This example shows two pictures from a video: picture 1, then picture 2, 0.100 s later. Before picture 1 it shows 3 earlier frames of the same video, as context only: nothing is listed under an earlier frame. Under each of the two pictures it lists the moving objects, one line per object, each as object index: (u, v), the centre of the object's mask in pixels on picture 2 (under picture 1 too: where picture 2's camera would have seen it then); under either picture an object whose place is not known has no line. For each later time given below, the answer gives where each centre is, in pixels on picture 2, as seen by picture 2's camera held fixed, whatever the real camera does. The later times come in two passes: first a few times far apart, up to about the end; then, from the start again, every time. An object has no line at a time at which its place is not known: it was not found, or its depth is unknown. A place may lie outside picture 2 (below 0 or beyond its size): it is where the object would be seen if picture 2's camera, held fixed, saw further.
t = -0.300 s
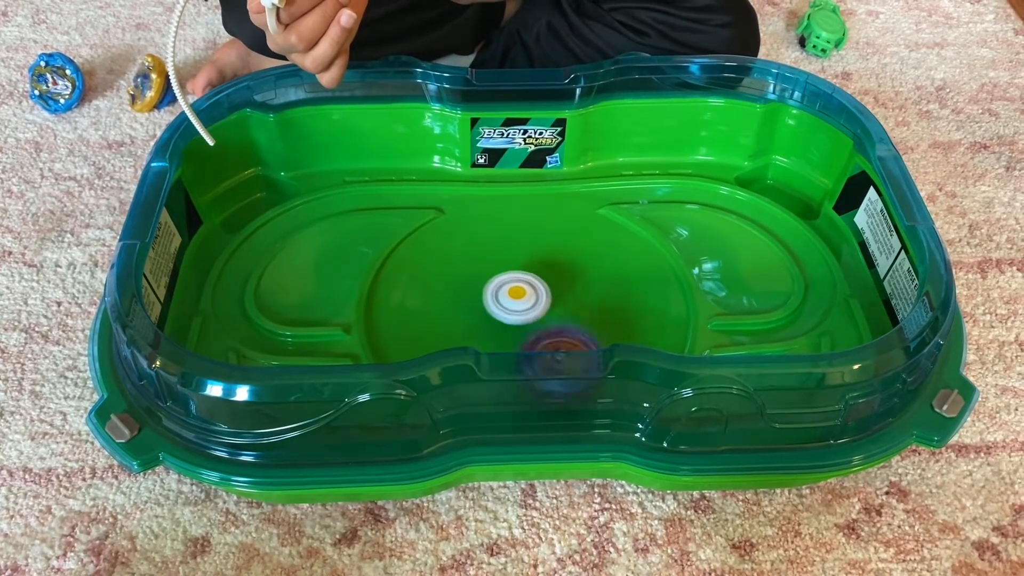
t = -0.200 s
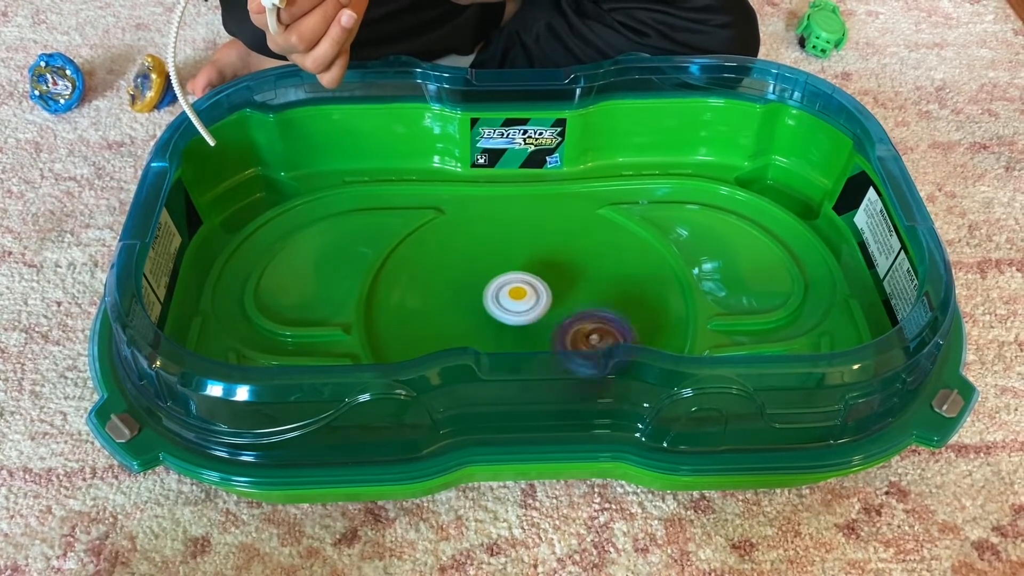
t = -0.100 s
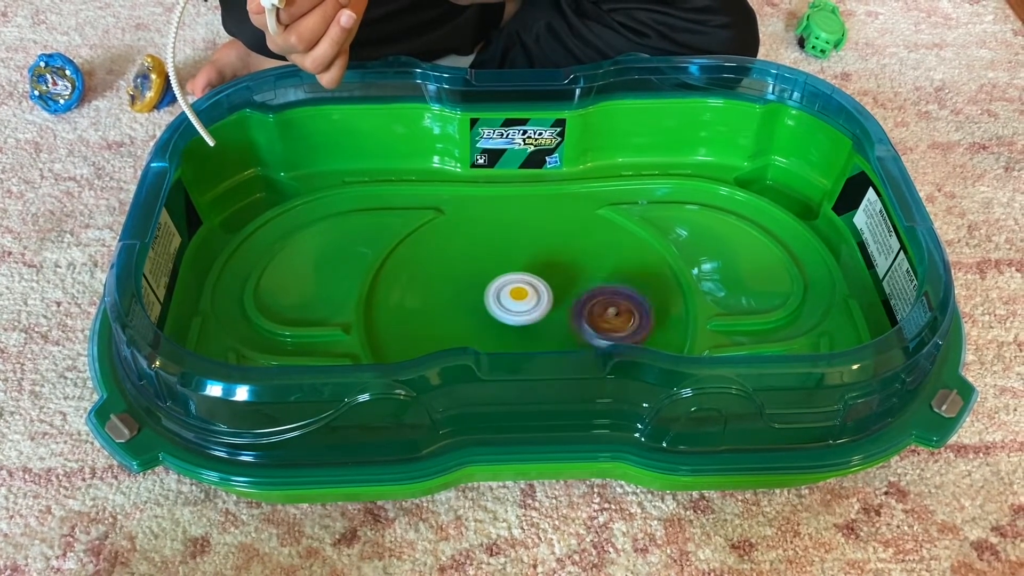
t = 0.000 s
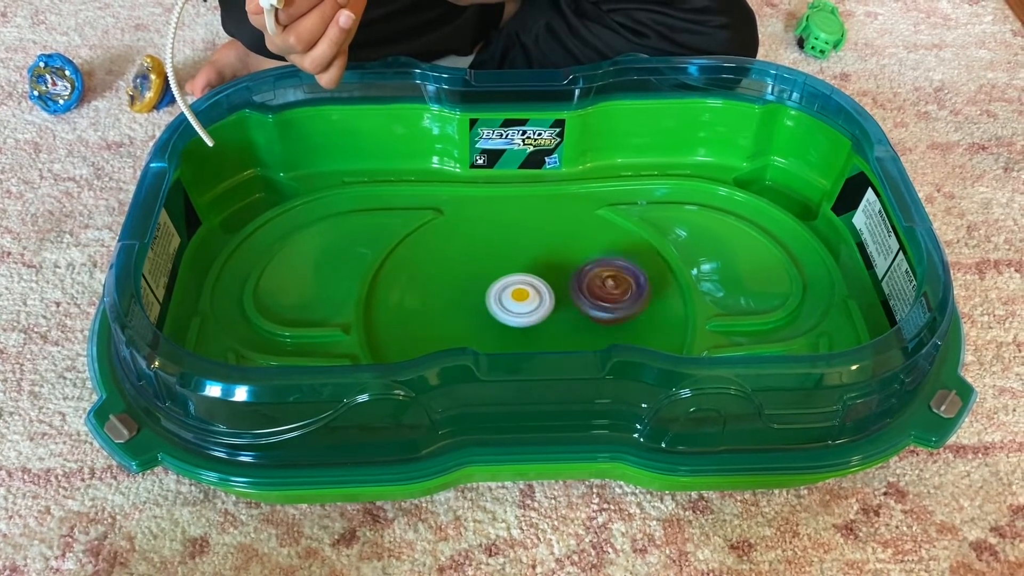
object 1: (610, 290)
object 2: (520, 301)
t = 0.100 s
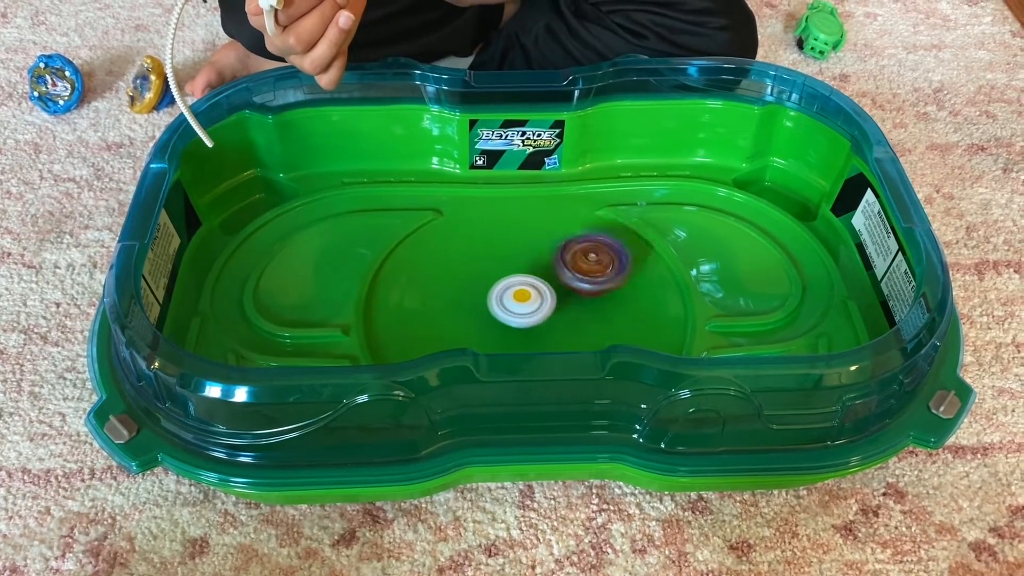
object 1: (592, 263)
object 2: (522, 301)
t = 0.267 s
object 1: (539, 236)
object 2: (527, 300)
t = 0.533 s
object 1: (454, 251)
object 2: (534, 297)
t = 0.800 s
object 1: (449, 318)
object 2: (537, 296)
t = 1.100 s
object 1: (550, 350)
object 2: (533, 291)
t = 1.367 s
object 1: (613, 318)
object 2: (532, 288)
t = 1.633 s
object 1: (585, 264)
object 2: (517, 290)
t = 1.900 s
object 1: (532, 237)
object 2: (482, 299)
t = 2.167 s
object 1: (484, 237)
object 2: (469, 328)
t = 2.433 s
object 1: (484, 263)
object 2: (489, 336)
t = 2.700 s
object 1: (528, 282)
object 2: (533, 343)
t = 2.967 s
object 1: (565, 246)
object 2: (556, 371)
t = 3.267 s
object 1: (542, 213)
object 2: (527, 339)
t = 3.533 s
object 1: (513, 257)
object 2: (486, 314)
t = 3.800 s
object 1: (535, 291)
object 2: (417, 340)
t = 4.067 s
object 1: (552, 321)
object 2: (432, 347)
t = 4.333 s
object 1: (567, 323)
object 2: (486, 327)
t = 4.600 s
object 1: (575, 303)
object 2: (477, 271)
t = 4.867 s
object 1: (561, 281)
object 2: (453, 241)
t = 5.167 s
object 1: (533, 274)
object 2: (446, 259)
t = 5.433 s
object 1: (590, 284)
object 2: (455, 280)
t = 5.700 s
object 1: (596, 305)
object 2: (525, 274)
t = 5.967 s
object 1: (544, 315)
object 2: (561, 243)
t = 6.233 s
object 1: (478, 303)
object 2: (552, 245)
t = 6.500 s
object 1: (454, 280)
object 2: (545, 288)
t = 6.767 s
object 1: (488, 273)
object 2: (576, 325)
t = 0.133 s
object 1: (583, 256)
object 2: (522, 301)
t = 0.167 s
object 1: (573, 249)
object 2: (524, 301)
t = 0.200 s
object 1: (563, 244)
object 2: (525, 301)
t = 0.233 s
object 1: (552, 239)
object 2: (526, 300)
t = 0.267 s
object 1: (539, 236)
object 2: (527, 300)
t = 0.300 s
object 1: (528, 234)
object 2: (528, 300)
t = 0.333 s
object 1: (516, 233)
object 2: (529, 300)
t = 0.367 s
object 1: (503, 233)
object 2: (531, 299)
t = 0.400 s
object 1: (491, 235)
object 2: (531, 298)
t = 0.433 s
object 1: (481, 238)
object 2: (532, 298)
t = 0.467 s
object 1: (470, 241)
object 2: (532, 298)
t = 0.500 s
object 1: (460, 247)
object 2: (533, 297)
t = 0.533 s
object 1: (454, 251)
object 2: (534, 297)
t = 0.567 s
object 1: (446, 258)
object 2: (535, 297)
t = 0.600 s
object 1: (440, 267)
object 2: (535, 296)
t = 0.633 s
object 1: (438, 276)
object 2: (535, 296)
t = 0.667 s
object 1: (436, 283)
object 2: (535, 296)
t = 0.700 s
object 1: (436, 293)
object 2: (536, 296)
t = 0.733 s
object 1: (439, 301)
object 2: (536, 296)
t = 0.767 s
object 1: (443, 310)
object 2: (537, 296)
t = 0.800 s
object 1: (449, 318)
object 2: (537, 296)
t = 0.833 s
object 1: (457, 323)
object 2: (536, 296)
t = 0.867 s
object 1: (467, 327)
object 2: (536, 296)
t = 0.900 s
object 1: (478, 331)
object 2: (536, 296)
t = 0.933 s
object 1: (491, 333)
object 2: (535, 296)
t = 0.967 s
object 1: (502, 336)
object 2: (535, 296)
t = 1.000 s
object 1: (512, 347)
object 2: (534, 295)
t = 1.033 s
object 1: (526, 349)
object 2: (533, 294)
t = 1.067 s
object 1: (538, 350)
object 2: (533, 292)
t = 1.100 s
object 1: (550, 350)
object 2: (533, 291)
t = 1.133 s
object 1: (562, 350)
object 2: (534, 291)
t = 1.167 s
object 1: (572, 350)
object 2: (534, 290)
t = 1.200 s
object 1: (582, 346)
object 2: (534, 289)
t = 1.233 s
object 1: (592, 343)
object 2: (534, 288)
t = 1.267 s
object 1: (600, 330)
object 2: (534, 288)
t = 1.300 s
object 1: (605, 328)
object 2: (533, 288)
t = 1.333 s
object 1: (610, 323)
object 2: (532, 288)
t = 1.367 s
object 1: (613, 318)
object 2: (532, 288)
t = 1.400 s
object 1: (614, 312)
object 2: (531, 288)
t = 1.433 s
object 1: (613, 304)
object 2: (531, 288)
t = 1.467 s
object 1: (609, 297)
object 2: (530, 288)
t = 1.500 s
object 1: (606, 289)
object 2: (528, 288)
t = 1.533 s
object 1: (602, 282)
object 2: (524, 288)
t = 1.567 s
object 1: (598, 275)
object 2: (521, 288)
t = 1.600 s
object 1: (591, 269)
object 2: (519, 289)
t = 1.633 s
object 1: (585, 264)
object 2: (517, 290)
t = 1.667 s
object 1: (581, 258)
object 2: (510, 291)
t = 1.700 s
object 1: (577, 252)
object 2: (503, 293)
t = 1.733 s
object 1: (570, 247)
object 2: (498, 294)
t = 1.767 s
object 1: (564, 243)
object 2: (494, 295)
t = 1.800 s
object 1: (556, 240)
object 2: (490, 296)
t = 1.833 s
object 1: (549, 238)
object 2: (487, 297)
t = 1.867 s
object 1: (541, 236)
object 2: (484, 298)
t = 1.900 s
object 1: (532, 237)
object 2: (482, 299)
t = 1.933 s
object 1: (523, 238)
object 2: (480, 299)
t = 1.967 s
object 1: (515, 240)
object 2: (478, 300)
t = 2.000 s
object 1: (506, 243)
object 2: (477, 300)
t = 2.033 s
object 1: (499, 246)
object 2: (476, 302)
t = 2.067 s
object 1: (495, 242)
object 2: (473, 312)
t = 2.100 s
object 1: (491, 239)
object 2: (470, 321)
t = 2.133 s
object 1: (487, 237)
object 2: (470, 326)
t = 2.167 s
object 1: (484, 237)
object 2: (469, 328)
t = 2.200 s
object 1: (481, 237)
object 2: (469, 330)
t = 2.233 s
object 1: (480, 238)
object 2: (470, 331)
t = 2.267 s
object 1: (476, 241)
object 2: (471, 333)
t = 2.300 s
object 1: (478, 244)
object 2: (474, 334)
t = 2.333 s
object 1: (477, 249)
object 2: (476, 335)
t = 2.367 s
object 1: (479, 251)
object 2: (480, 336)
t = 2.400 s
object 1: (480, 258)
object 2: (484, 336)
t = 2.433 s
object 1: (484, 263)
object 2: (489, 336)
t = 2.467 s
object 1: (489, 268)
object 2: (493, 336)
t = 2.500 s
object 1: (492, 274)
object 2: (498, 336)
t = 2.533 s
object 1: (499, 279)
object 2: (504, 336)
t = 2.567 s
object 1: (503, 278)
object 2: (510, 339)
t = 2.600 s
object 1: (510, 278)
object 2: (517, 342)
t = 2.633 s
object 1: (515, 280)
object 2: (523, 343)
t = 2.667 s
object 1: (521, 280)
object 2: (528, 343)
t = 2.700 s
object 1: (528, 282)
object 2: (533, 343)
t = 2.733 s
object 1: (532, 282)
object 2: (538, 342)
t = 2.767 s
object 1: (539, 284)
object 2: (542, 341)
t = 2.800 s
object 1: (544, 285)
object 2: (546, 340)
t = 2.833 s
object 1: (549, 285)
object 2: (550, 338)
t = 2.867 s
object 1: (557, 277)
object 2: (553, 341)
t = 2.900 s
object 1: (561, 265)
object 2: (557, 346)
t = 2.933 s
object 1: (563, 254)
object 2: (555, 368)
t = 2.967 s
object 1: (565, 246)
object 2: (556, 371)
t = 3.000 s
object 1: (565, 239)
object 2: (554, 371)
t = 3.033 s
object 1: (563, 232)
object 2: (551, 368)
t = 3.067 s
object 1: (563, 225)
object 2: (547, 364)
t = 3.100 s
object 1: (561, 219)
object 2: (546, 344)
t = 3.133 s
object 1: (557, 216)
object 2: (541, 355)
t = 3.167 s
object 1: (554, 212)
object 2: (537, 352)
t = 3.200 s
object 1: (551, 210)
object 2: (534, 348)
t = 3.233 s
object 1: (546, 212)
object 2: (531, 343)
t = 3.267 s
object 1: (542, 213)
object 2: (527, 339)
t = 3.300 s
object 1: (538, 215)
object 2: (523, 334)
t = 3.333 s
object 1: (534, 219)
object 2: (518, 330)
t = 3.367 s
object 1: (529, 225)
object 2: (513, 325)
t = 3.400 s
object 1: (523, 231)
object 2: (508, 321)
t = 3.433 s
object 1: (522, 238)
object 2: (503, 316)
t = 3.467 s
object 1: (518, 245)
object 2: (498, 312)
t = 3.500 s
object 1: (515, 253)
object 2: (493, 311)
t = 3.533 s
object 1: (513, 257)
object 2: (486, 314)
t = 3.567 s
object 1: (514, 263)
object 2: (478, 318)
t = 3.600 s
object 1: (515, 269)
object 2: (470, 322)
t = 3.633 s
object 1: (518, 272)
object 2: (456, 326)
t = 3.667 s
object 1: (520, 277)
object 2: (445, 329)
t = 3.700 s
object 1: (524, 280)
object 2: (435, 332)
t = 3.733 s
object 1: (528, 283)
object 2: (428, 335)
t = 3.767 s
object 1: (532, 287)
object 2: (422, 338)
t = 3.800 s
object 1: (535, 291)
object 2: (417, 340)
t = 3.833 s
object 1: (537, 296)
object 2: (414, 342)
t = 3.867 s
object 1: (540, 300)
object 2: (412, 344)
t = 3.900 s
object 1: (542, 304)
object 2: (412, 345)
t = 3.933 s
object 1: (545, 307)
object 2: (414, 346)
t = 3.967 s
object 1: (548, 311)
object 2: (417, 347)
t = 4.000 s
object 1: (550, 315)
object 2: (420, 348)
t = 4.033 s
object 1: (552, 317)
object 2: (424, 348)
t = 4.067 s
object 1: (552, 321)
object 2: (432, 347)
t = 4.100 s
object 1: (554, 323)
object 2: (442, 346)
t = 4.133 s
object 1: (554, 324)
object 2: (456, 344)
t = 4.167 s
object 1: (556, 324)
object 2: (468, 342)
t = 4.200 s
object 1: (557, 324)
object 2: (478, 340)
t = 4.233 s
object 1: (560, 325)
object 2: (481, 336)
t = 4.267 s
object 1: (564, 324)
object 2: (481, 334)
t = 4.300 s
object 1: (565, 325)
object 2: (483, 331)
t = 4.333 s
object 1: (567, 323)
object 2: (486, 327)
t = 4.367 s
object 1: (567, 320)
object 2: (487, 322)
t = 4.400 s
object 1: (570, 317)
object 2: (490, 315)
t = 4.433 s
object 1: (570, 314)
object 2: (492, 308)
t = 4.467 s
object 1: (570, 311)
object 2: (493, 302)
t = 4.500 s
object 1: (572, 310)
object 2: (488, 295)
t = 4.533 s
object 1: (574, 308)
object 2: (484, 287)
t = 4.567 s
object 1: (576, 305)
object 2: (480, 279)
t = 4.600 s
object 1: (575, 303)
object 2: (477, 271)
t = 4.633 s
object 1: (576, 300)
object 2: (473, 265)
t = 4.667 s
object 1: (574, 298)
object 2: (469, 259)
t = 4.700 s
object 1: (573, 294)
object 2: (465, 254)
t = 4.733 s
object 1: (570, 291)
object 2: (462, 249)
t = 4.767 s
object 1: (570, 289)
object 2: (460, 246)
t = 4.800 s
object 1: (566, 286)
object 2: (458, 244)
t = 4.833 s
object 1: (564, 284)
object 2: (455, 243)
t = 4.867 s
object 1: (561, 281)
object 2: (453, 241)
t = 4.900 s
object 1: (557, 280)
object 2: (452, 241)
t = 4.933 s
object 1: (553, 278)
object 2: (451, 242)
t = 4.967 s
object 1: (548, 277)
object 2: (450, 244)
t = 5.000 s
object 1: (544, 275)
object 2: (451, 245)
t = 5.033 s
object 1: (538, 276)
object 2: (452, 248)
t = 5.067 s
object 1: (533, 274)
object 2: (455, 251)
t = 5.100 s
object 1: (526, 273)
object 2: (456, 254)
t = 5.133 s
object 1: (525, 272)
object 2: (457, 257)
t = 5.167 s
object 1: (533, 274)
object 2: (446, 259)
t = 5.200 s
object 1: (544, 275)
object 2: (435, 262)
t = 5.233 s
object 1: (551, 276)
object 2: (430, 265)
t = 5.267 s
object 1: (560, 276)
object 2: (430, 269)
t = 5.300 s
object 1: (567, 278)
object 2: (433, 271)
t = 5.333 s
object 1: (574, 279)
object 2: (438, 274)
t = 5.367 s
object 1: (580, 280)
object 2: (442, 276)
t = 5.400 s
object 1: (586, 283)
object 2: (447, 277)
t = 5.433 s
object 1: (590, 284)
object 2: (455, 280)
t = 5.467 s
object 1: (595, 287)
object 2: (463, 282)
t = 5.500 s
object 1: (598, 290)
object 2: (471, 283)
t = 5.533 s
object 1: (600, 292)
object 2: (481, 283)
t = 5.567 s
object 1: (601, 294)
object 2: (489, 283)
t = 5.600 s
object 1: (602, 297)
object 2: (499, 282)
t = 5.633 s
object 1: (601, 299)
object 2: (508, 280)
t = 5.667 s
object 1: (599, 302)
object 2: (516, 279)
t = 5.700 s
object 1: (596, 305)
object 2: (525, 274)
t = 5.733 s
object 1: (592, 307)
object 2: (532, 271)
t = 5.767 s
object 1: (587, 308)
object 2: (539, 267)
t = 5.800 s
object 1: (582, 310)
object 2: (545, 261)
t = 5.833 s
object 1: (575, 312)
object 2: (550, 258)
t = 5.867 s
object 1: (568, 313)
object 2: (554, 253)
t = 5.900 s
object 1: (561, 313)
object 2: (558, 249)
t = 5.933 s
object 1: (553, 315)
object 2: (559, 246)
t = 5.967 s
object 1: (544, 315)
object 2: (561, 243)
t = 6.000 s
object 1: (535, 315)
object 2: (561, 241)
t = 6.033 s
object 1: (526, 314)
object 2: (561, 240)
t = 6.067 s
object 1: (517, 313)
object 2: (561, 239)
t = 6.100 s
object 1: (508, 311)
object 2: (559, 239)
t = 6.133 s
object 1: (499, 310)
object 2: (557, 238)
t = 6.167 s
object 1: (492, 308)
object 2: (556, 240)
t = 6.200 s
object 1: (484, 305)
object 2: (553, 243)
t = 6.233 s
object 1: (478, 303)
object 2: (552, 245)
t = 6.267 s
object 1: (472, 300)
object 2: (550, 249)
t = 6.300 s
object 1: (467, 297)
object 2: (547, 252)
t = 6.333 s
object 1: (463, 294)
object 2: (546, 257)
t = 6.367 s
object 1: (459, 290)
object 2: (544, 264)
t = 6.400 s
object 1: (457, 288)
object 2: (544, 269)
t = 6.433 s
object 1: (455, 285)
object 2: (544, 275)
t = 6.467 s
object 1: (454, 282)
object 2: (543, 282)
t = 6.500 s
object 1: (454, 280)
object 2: (545, 288)
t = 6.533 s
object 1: (456, 278)
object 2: (547, 295)
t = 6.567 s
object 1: (457, 276)
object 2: (549, 300)
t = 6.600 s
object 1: (461, 275)
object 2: (553, 307)
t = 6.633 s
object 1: (465, 273)
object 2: (557, 312)
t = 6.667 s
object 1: (470, 273)
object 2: (562, 317)
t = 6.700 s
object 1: (475, 272)
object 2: (567, 321)
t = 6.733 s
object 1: (482, 273)
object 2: (571, 323)
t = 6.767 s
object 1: (488, 273)
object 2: (576, 325)
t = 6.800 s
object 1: (496, 273)
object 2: (580, 327)
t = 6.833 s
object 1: (503, 274)
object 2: (583, 327)
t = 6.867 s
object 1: (511, 274)
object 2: (586, 327)
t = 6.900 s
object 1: (519, 275)
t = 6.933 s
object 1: (528, 276)
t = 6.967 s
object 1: (536, 278)
